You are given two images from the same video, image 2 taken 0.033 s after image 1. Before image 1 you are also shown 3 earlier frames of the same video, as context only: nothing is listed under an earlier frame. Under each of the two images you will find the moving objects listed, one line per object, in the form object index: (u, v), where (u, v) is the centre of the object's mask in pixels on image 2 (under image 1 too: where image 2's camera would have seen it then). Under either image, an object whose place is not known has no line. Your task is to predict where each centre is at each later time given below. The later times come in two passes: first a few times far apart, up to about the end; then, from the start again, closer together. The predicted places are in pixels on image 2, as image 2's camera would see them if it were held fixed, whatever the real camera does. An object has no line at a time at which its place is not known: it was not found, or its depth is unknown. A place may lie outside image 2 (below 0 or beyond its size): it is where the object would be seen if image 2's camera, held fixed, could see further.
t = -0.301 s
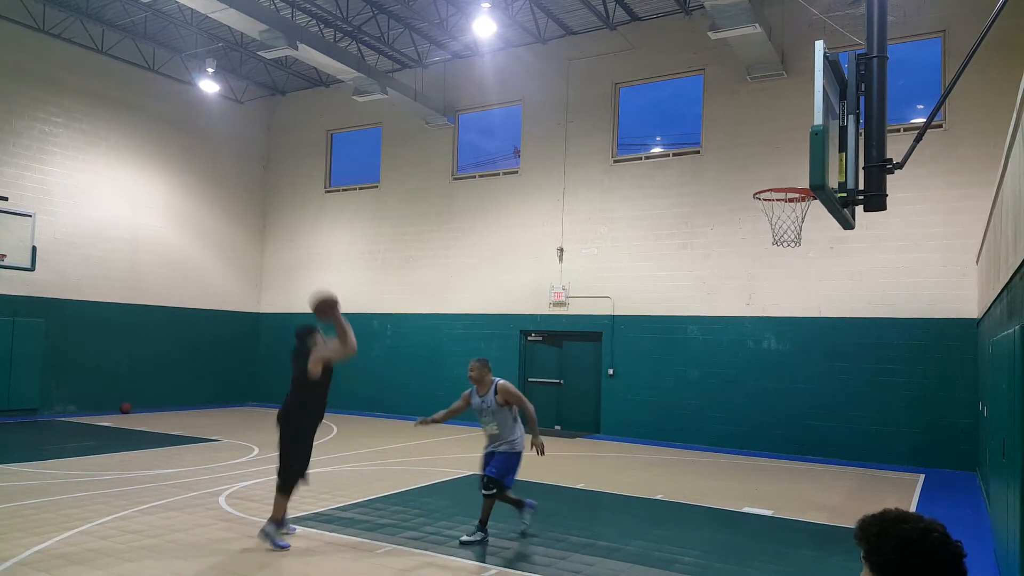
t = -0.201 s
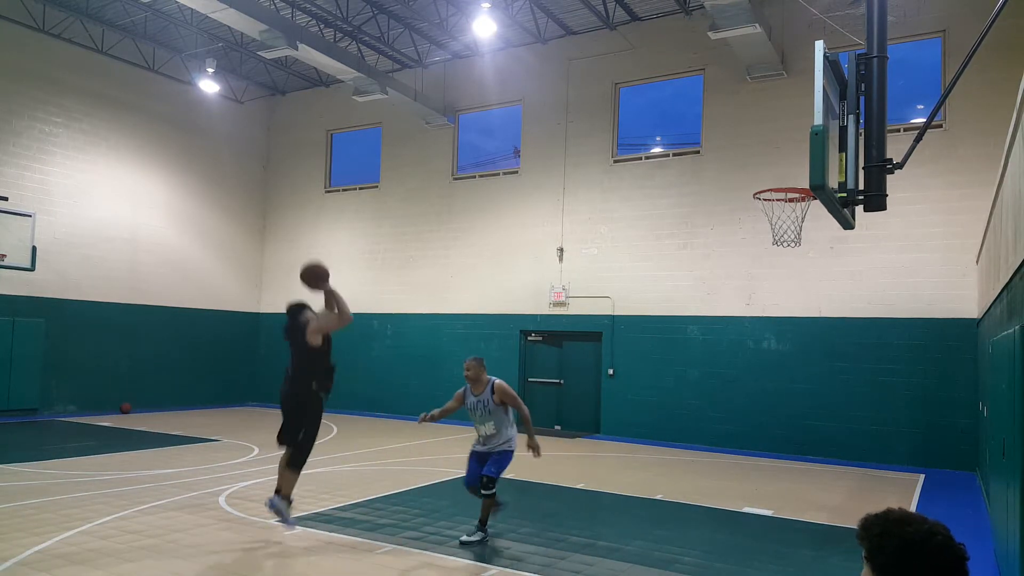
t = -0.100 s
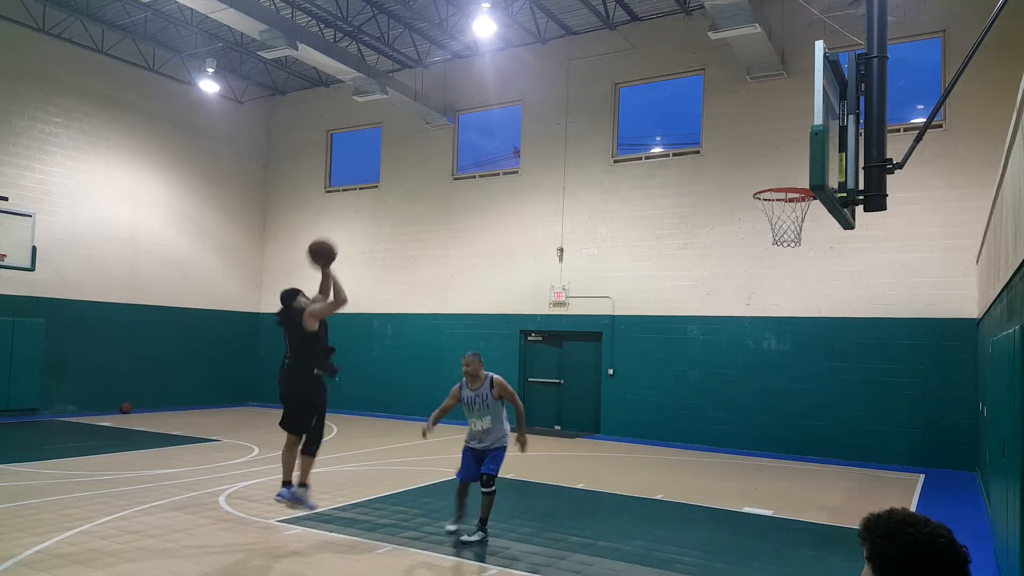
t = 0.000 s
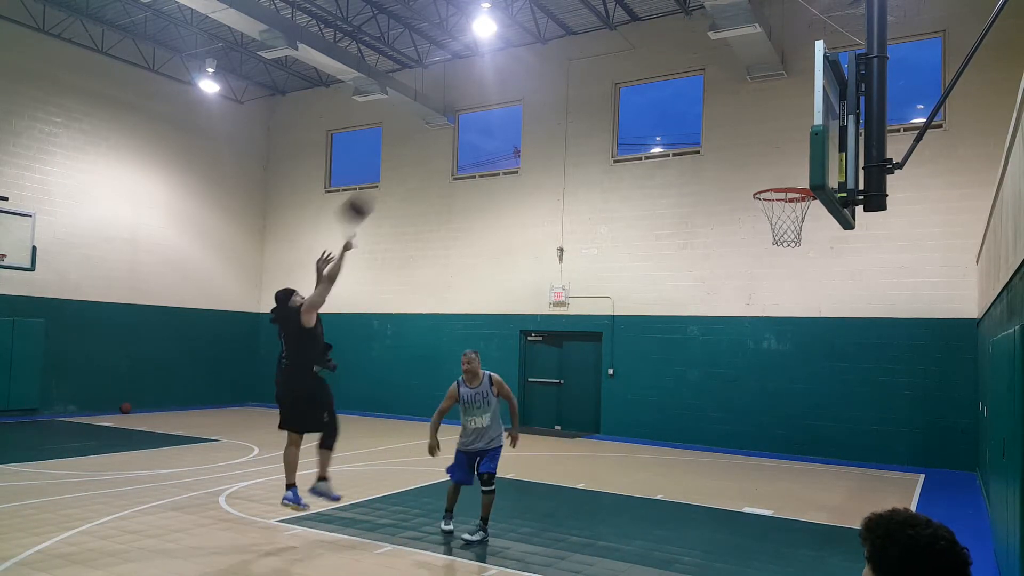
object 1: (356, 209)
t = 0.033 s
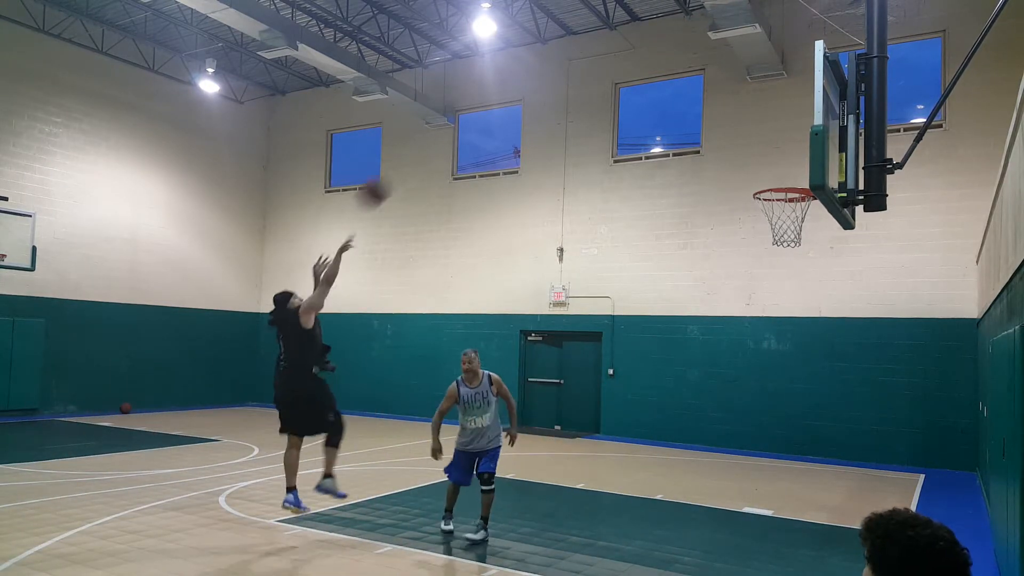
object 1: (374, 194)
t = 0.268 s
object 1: (492, 110)
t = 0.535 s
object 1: (620, 88)
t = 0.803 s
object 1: (746, 145)
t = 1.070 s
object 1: (769, 152)
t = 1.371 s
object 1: (745, 114)
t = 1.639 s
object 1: (722, 165)
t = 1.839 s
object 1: (703, 255)
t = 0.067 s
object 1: (393, 177)
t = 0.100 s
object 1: (409, 163)
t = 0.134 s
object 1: (426, 151)
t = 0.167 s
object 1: (442, 138)
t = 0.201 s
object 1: (459, 127)
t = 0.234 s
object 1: (476, 120)
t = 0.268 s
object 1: (492, 110)
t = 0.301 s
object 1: (510, 103)
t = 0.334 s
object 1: (526, 98)
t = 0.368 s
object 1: (542, 95)
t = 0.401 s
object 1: (557, 91)
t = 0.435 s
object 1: (573, 89)
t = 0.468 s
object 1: (589, 87)
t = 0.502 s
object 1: (603, 87)
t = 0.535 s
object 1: (620, 88)
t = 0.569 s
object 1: (637, 91)
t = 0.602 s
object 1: (653, 95)
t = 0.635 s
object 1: (669, 100)
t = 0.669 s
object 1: (685, 106)
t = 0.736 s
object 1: (716, 123)
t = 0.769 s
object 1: (731, 134)
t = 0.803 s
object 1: (746, 145)
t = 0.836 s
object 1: (761, 158)
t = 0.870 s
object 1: (775, 171)
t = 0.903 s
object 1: (792, 182)
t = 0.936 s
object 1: (788, 181)
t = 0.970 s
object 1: (778, 180)
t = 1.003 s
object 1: (774, 174)
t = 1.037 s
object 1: (771, 163)
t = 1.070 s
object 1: (769, 152)
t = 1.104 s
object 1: (766, 144)
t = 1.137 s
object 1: (764, 135)
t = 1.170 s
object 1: (761, 129)
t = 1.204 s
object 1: (759, 123)
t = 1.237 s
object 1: (756, 119)
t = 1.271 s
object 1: (753, 116)
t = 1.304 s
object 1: (751, 114)
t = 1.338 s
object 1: (748, 114)
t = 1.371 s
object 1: (745, 114)
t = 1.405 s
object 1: (742, 116)
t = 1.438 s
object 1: (739, 120)
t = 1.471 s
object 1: (736, 124)
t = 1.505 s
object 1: (734, 130)
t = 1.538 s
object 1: (731, 137)
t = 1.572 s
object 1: (727, 145)
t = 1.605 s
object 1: (724, 155)
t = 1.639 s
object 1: (722, 165)
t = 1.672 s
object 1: (719, 177)
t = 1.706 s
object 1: (716, 190)
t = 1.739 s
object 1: (713, 203)
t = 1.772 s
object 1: (710, 219)
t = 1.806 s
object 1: (706, 237)
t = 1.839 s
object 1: (703, 255)
